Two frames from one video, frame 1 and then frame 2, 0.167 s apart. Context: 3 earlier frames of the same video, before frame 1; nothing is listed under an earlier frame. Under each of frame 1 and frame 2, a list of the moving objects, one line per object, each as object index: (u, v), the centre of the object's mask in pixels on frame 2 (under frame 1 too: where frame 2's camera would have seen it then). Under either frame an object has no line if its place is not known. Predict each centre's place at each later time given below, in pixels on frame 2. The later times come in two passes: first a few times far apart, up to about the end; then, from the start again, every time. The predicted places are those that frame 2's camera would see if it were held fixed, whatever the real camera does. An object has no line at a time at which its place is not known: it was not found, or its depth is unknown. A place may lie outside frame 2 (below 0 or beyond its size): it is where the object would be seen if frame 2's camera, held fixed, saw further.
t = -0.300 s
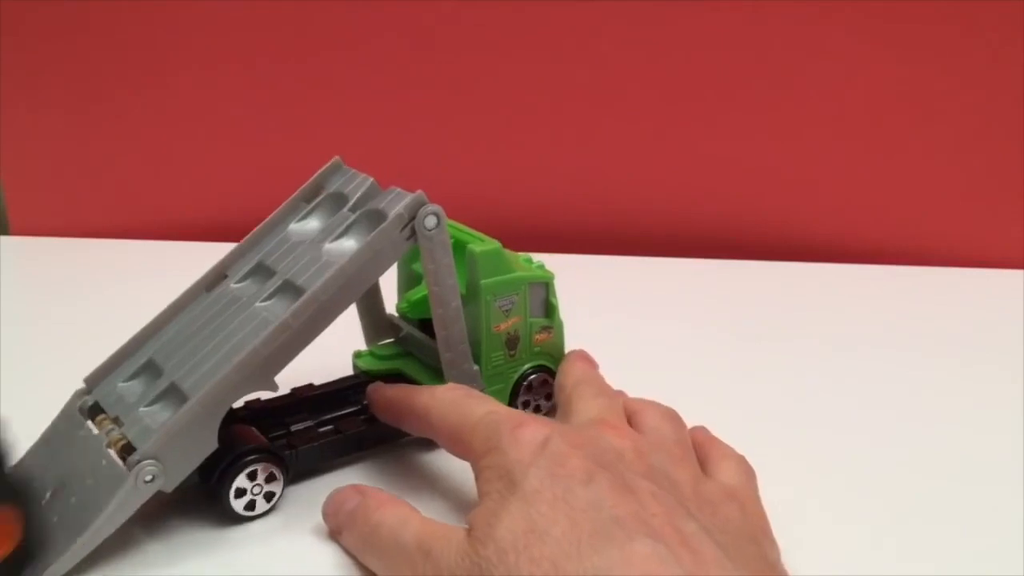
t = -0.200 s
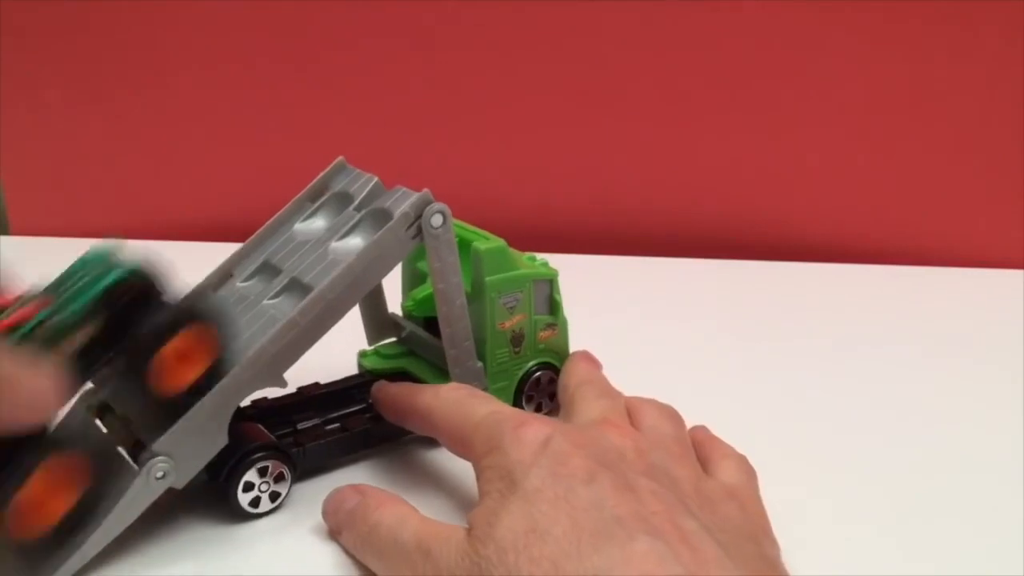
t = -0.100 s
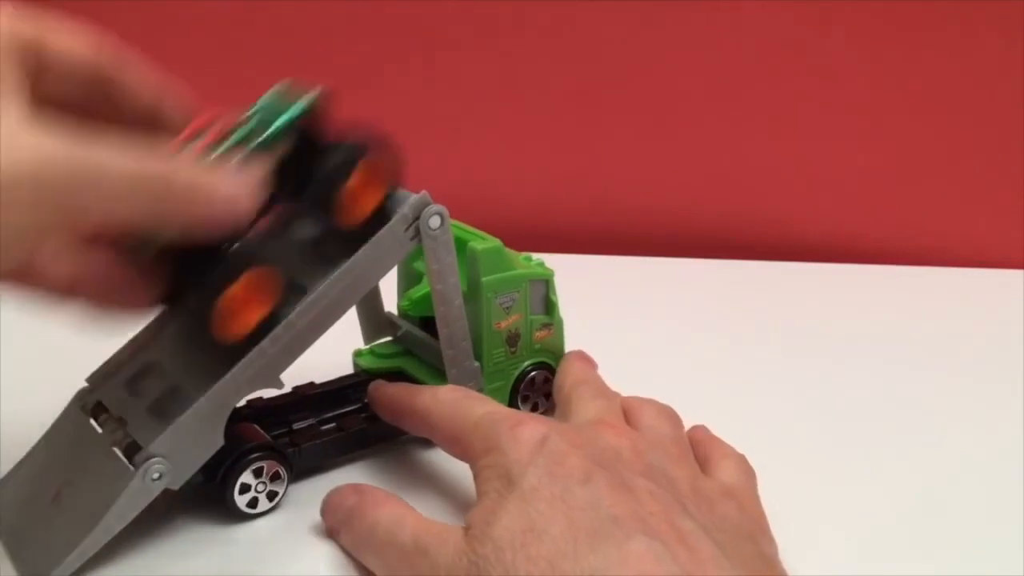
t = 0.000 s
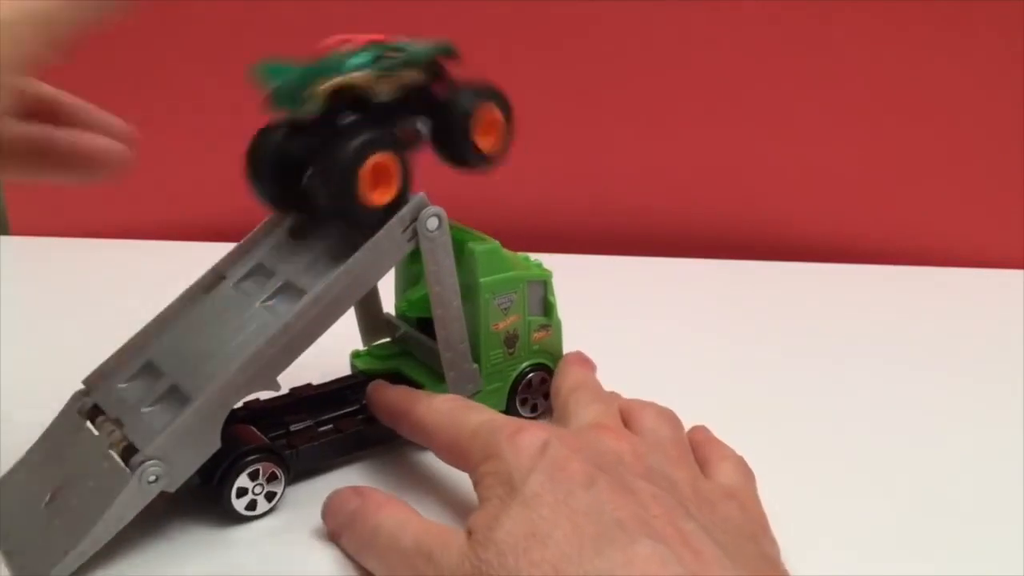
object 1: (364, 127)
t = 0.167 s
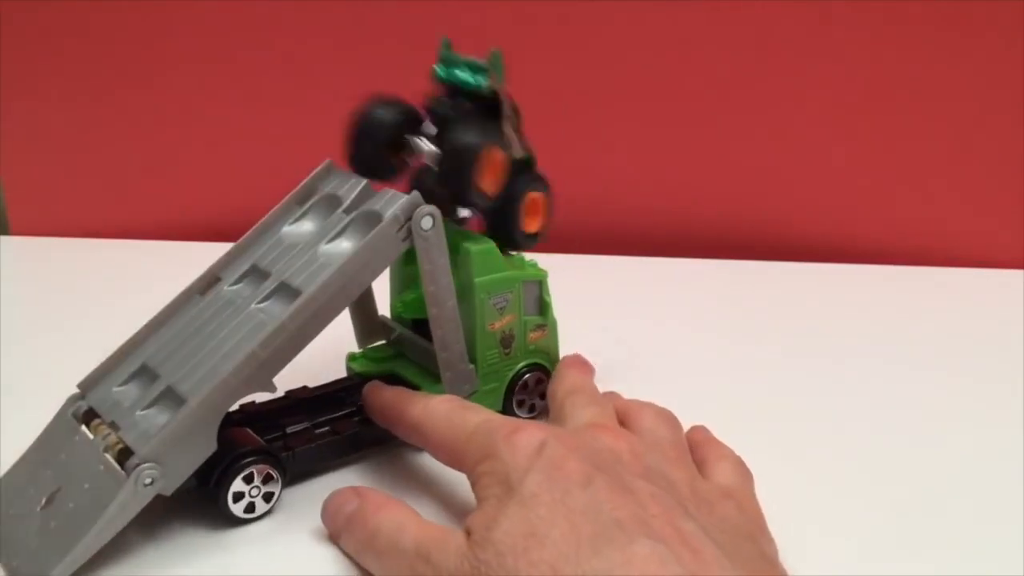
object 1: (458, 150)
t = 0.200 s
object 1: (484, 172)
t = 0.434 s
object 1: (576, 213)
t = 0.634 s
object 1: (619, 209)
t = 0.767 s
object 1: (649, 212)
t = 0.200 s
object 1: (484, 172)
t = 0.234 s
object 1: (499, 184)
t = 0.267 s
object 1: (518, 199)
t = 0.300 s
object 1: (543, 214)
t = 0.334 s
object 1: (563, 217)
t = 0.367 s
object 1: (575, 234)
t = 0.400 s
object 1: (572, 227)
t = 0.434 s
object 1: (576, 213)
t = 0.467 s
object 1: (584, 210)
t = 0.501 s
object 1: (592, 216)
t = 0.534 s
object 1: (597, 211)
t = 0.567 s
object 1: (602, 209)
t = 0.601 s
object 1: (610, 209)
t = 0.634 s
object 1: (619, 209)
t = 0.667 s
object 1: (631, 210)
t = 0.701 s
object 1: (639, 211)
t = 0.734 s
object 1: (645, 211)
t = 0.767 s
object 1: (649, 212)
